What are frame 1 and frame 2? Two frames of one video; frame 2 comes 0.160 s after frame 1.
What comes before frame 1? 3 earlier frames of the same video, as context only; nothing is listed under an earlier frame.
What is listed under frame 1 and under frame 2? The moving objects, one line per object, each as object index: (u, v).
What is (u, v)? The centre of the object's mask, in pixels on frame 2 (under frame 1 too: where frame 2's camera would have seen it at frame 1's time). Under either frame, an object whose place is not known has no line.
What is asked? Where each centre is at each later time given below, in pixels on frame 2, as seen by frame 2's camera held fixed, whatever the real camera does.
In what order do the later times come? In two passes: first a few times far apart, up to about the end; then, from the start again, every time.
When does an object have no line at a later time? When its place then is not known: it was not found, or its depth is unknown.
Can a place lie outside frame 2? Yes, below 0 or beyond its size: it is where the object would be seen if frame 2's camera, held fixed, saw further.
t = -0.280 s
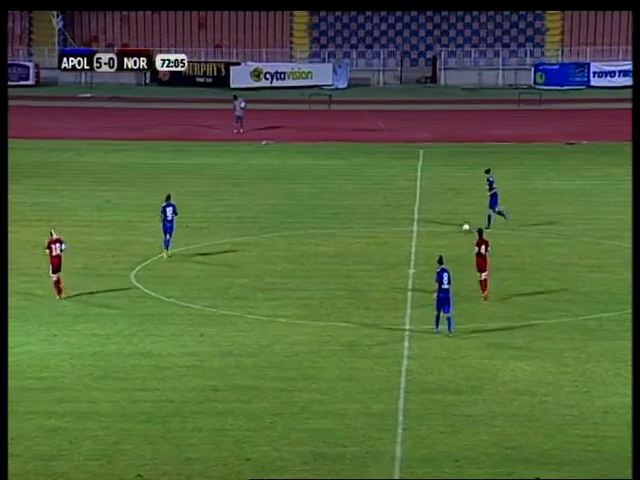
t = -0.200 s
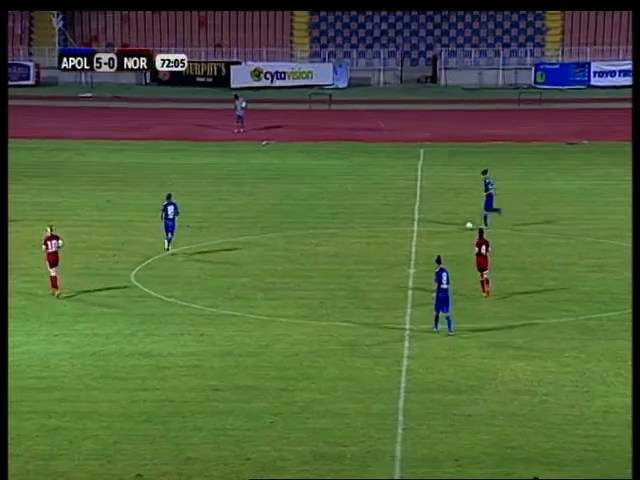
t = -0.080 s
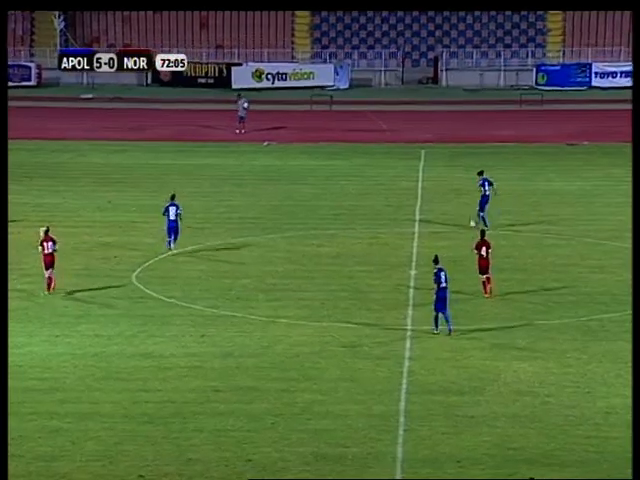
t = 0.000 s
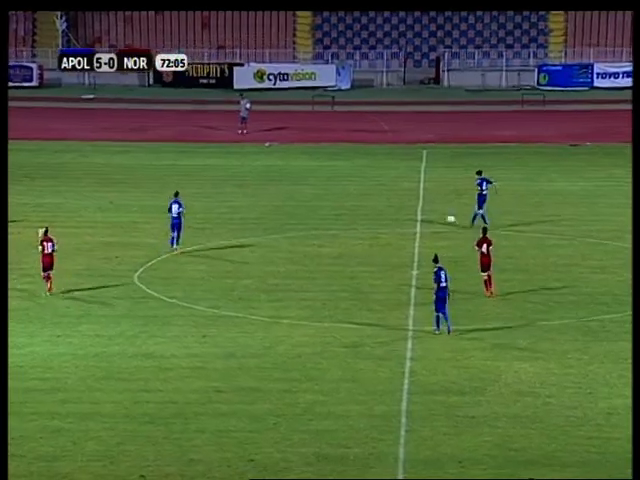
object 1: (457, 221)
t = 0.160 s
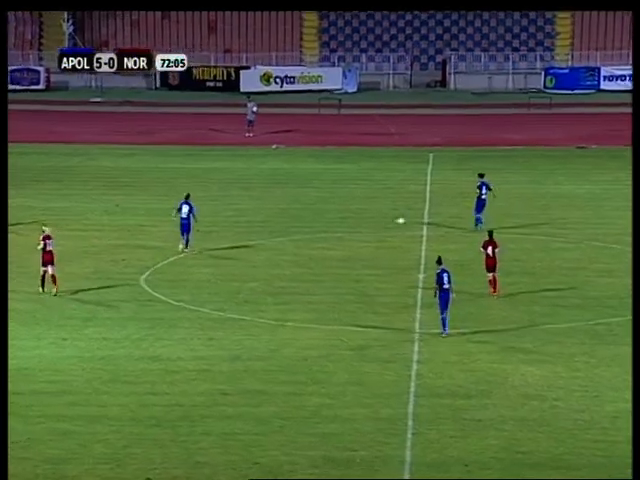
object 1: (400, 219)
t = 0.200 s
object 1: (386, 219)
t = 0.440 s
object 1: (310, 222)
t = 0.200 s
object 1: (386, 219)
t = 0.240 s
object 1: (372, 221)
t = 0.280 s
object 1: (359, 221)
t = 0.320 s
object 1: (346, 224)
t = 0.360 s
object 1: (334, 223)
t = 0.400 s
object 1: (322, 223)
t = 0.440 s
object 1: (310, 222)
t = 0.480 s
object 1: (299, 222)
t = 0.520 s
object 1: (287, 223)
